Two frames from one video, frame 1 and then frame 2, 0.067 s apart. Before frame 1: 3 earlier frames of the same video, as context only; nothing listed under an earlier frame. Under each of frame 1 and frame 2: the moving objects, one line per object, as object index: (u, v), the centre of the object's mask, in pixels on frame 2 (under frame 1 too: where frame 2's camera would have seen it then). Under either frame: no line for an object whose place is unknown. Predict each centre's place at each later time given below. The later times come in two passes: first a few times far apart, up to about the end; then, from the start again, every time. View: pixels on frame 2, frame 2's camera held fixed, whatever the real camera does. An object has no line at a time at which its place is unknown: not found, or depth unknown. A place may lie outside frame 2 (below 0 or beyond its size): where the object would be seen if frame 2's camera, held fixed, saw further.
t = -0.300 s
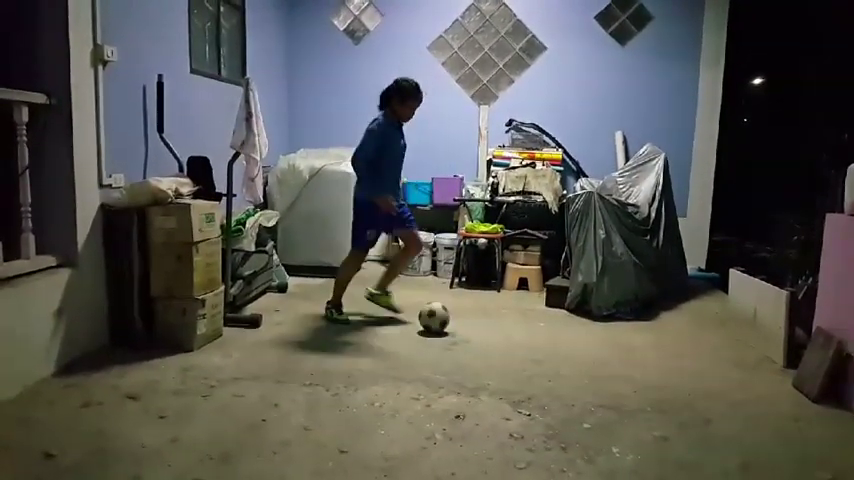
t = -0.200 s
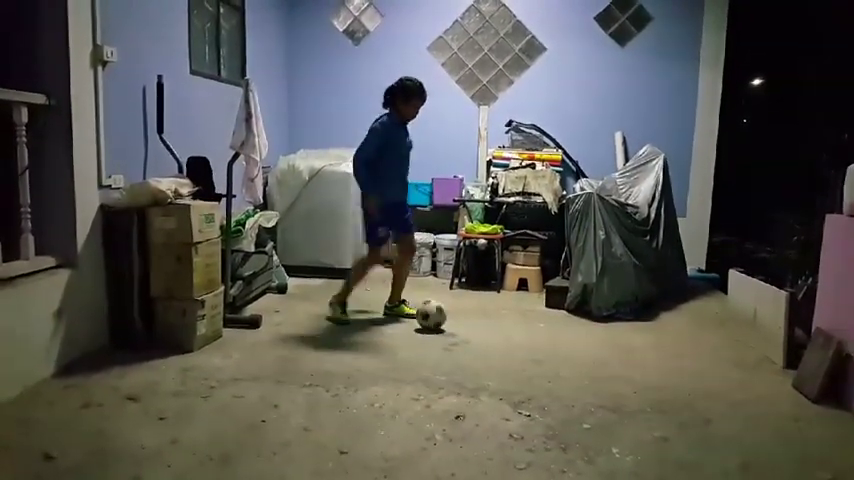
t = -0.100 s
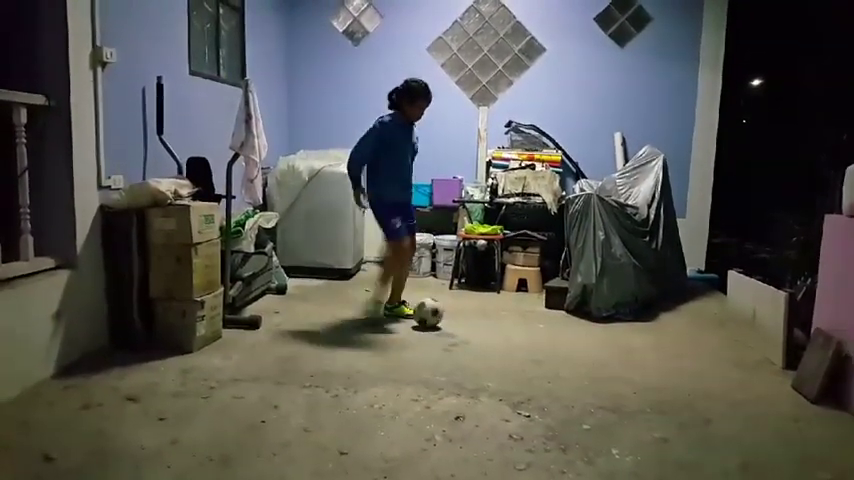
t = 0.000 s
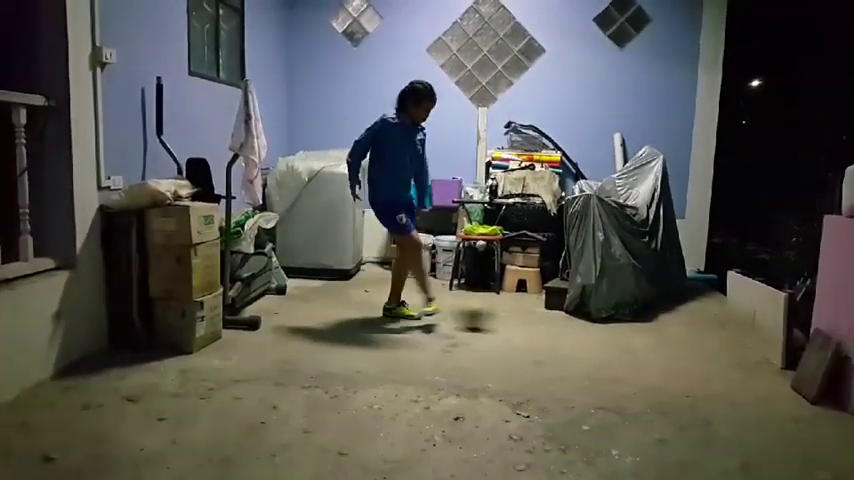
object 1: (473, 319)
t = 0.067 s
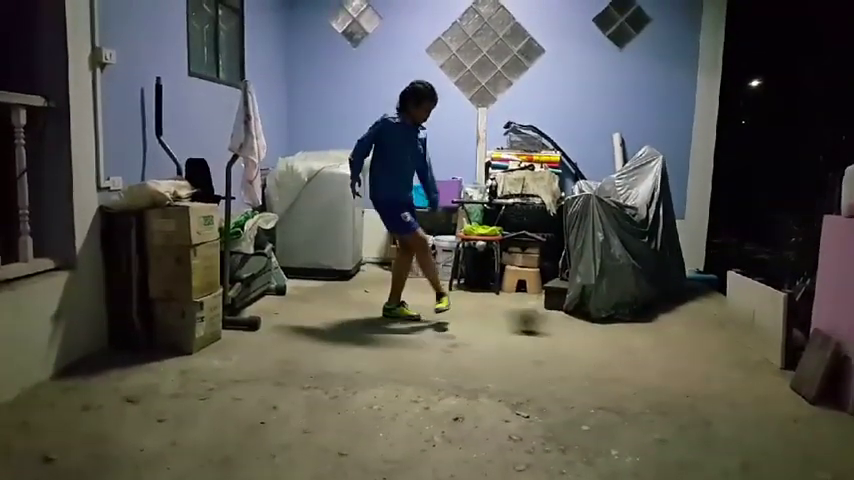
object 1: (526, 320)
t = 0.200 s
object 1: (621, 319)
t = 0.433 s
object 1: (688, 316)
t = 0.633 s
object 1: (591, 315)
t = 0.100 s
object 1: (555, 320)
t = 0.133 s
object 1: (578, 319)
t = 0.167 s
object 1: (600, 318)
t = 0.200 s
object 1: (621, 319)
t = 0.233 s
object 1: (642, 322)
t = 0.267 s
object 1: (661, 322)
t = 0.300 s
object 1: (687, 326)
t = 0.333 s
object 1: (707, 325)
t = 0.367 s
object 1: (726, 328)
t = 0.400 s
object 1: (706, 323)
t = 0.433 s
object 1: (688, 316)
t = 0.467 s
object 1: (668, 312)
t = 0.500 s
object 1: (652, 311)
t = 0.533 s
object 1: (635, 312)
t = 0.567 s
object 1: (616, 316)
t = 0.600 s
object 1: (598, 320)
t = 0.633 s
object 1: (591, 315)
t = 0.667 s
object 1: (584, 312)
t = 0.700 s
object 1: (576, 310)
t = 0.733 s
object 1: (569, 310)
